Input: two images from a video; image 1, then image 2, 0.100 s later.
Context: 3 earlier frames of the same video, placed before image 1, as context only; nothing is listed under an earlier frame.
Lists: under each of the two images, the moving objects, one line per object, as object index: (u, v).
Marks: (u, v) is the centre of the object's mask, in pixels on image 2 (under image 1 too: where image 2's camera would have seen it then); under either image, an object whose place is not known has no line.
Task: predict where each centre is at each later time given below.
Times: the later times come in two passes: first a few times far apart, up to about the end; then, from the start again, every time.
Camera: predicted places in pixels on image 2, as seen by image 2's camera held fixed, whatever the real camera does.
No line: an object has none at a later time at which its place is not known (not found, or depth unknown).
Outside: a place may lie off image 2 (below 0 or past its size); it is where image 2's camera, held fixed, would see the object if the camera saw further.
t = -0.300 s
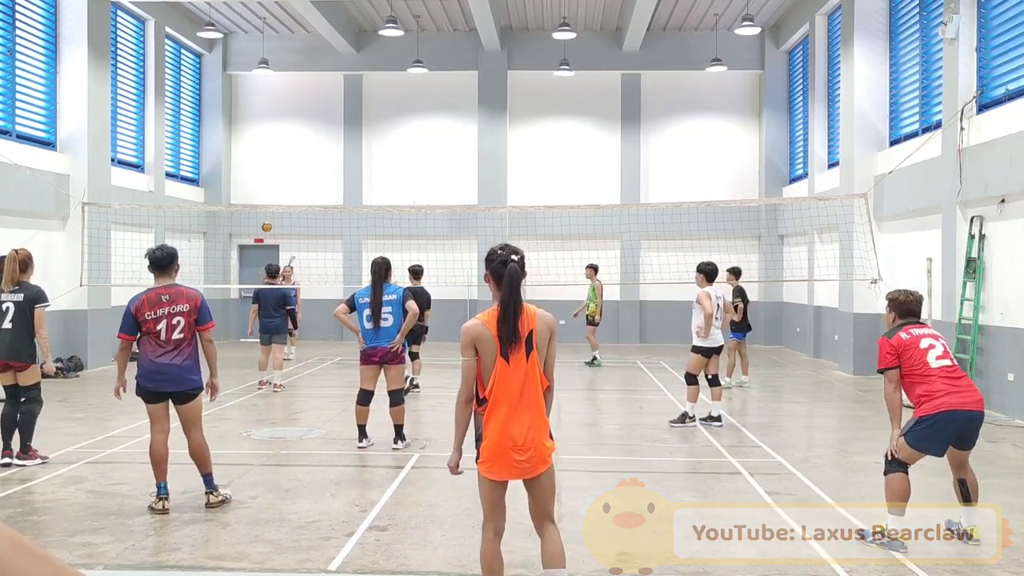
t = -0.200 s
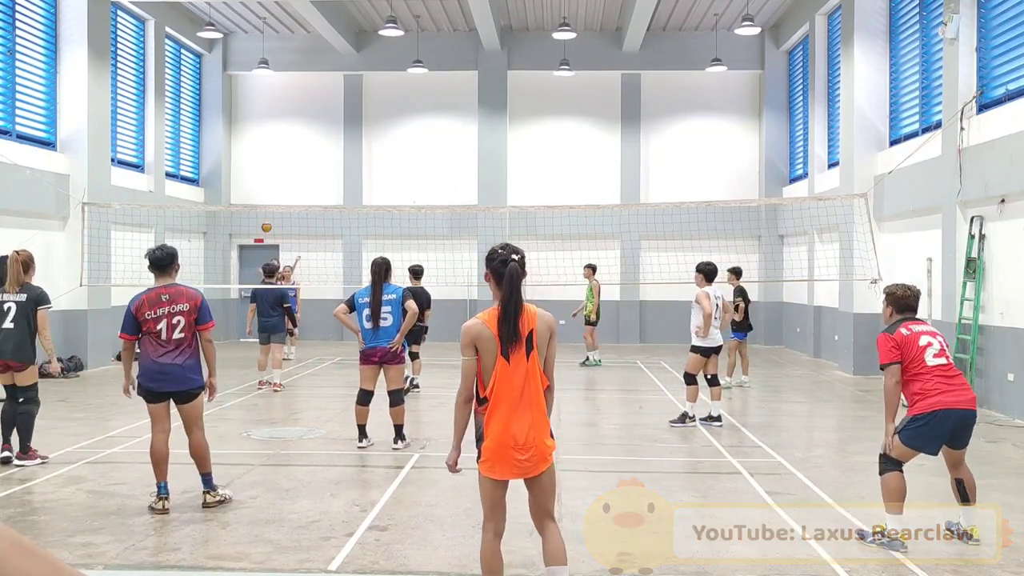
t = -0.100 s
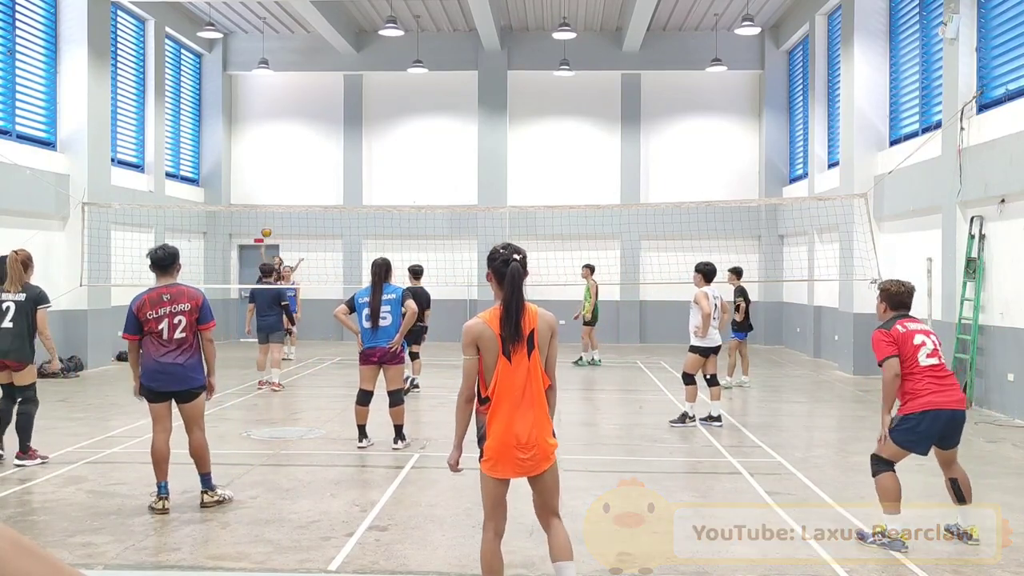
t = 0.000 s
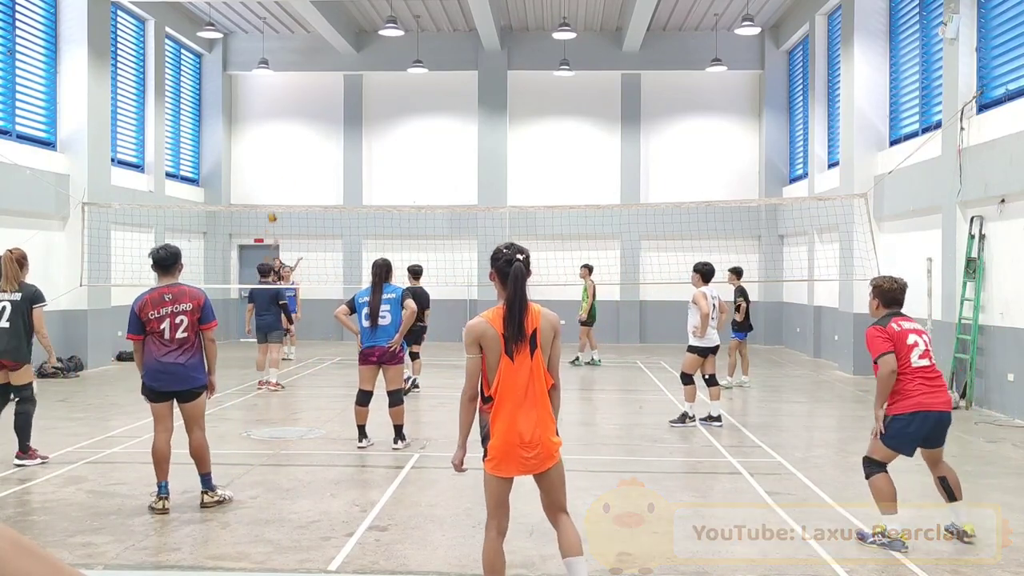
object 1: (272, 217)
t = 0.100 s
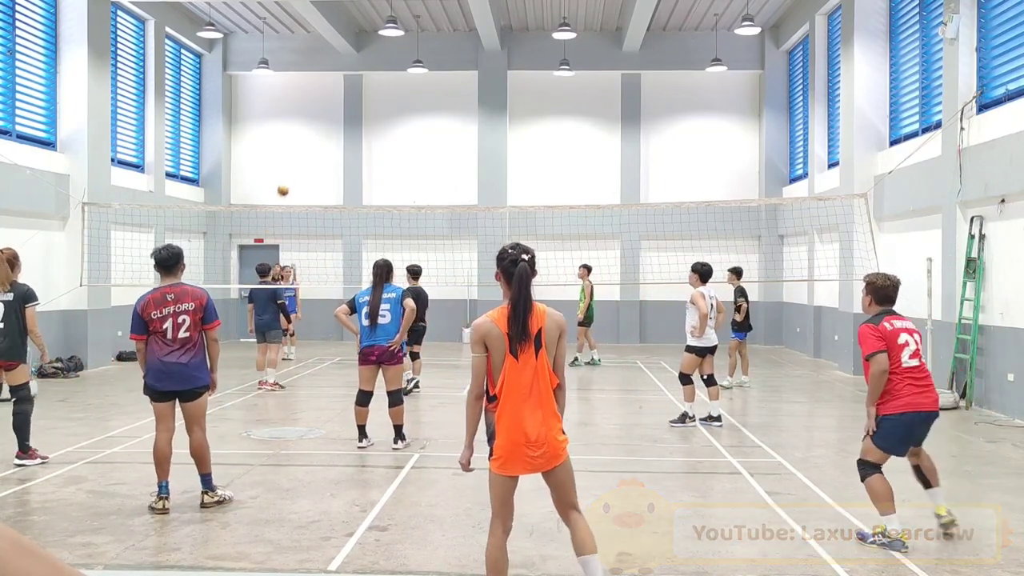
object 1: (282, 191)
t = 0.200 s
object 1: (295, 166)
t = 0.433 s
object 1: (332, 118)
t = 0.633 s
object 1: (375, 93)
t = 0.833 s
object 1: (437, 97)
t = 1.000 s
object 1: (510, 133)
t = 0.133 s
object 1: (286, 183)
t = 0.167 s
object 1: (290, 174)
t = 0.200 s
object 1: (295, 166)
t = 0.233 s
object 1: (299, 159)
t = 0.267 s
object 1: (304, 152)
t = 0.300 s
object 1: (309, 144)
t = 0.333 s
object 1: (314, 137)
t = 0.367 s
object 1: (320, 130)
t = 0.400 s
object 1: (325, 124)
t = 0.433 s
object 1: (332, 118)
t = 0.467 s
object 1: (339, 112)
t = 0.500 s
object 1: (345, 107)
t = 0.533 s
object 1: (352, 102)
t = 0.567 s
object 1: (359, 97)
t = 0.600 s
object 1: (366, 95)
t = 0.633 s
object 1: (375, 93)
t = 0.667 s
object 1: (384, 91)
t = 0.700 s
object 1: (393, 90)
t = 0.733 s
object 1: (403, 91)
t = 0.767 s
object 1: (413, 92)
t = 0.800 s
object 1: (425, 93)
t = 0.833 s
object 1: (437, 97)
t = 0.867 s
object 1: (450, 101)
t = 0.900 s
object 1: (463, 105)
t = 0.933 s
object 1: (479, 113)
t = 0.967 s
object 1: (494, 121)
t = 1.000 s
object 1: (510, 133)
